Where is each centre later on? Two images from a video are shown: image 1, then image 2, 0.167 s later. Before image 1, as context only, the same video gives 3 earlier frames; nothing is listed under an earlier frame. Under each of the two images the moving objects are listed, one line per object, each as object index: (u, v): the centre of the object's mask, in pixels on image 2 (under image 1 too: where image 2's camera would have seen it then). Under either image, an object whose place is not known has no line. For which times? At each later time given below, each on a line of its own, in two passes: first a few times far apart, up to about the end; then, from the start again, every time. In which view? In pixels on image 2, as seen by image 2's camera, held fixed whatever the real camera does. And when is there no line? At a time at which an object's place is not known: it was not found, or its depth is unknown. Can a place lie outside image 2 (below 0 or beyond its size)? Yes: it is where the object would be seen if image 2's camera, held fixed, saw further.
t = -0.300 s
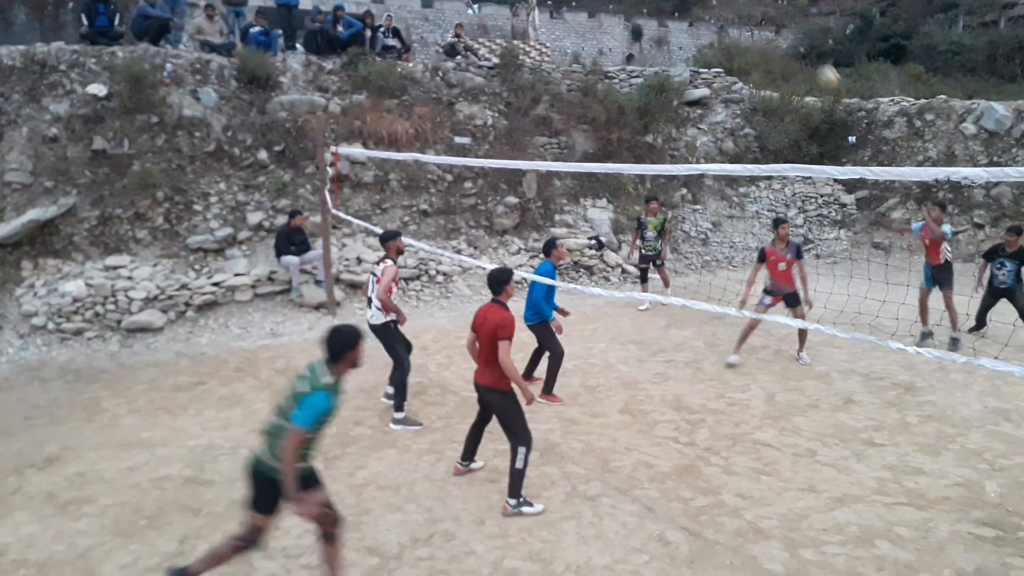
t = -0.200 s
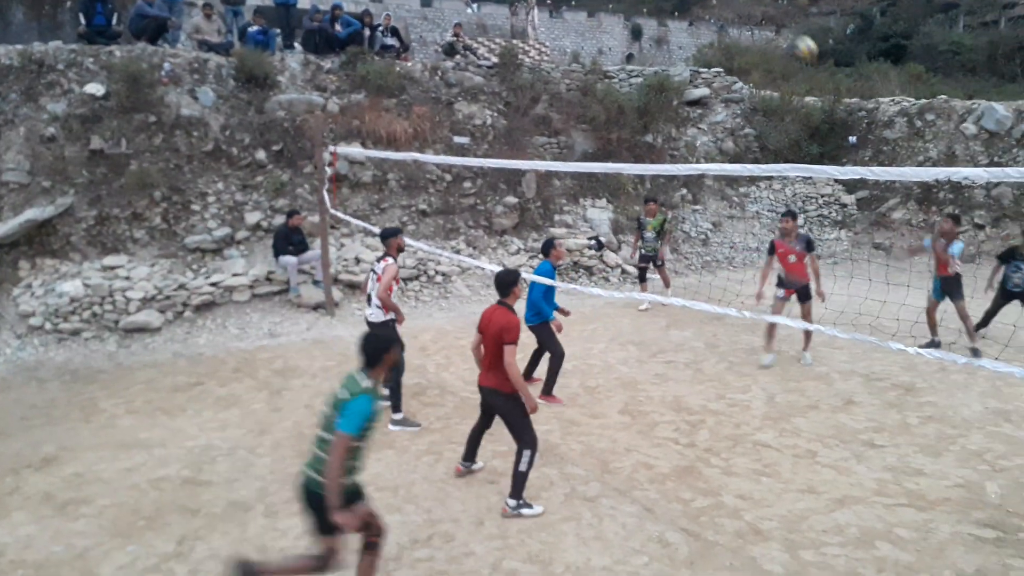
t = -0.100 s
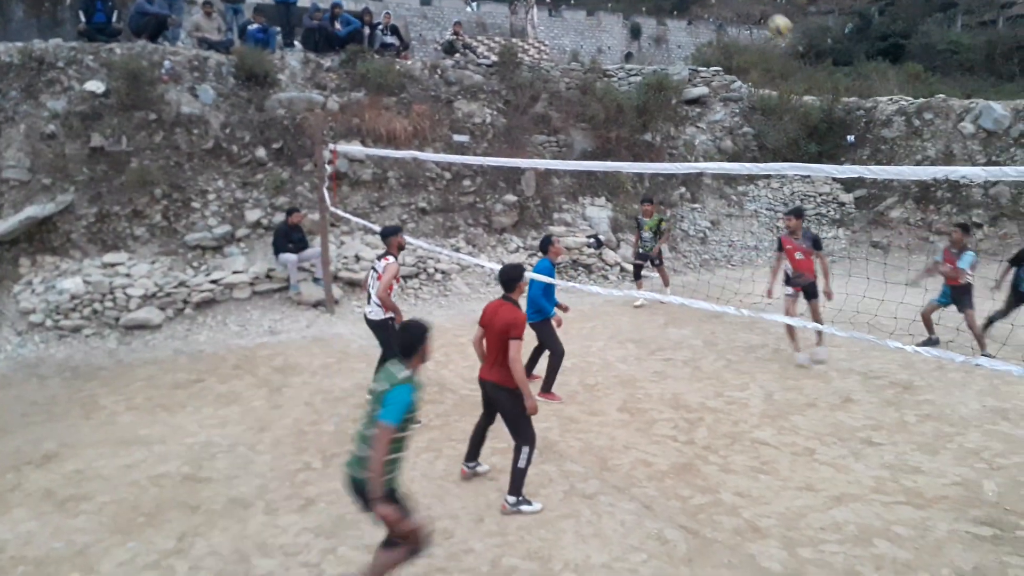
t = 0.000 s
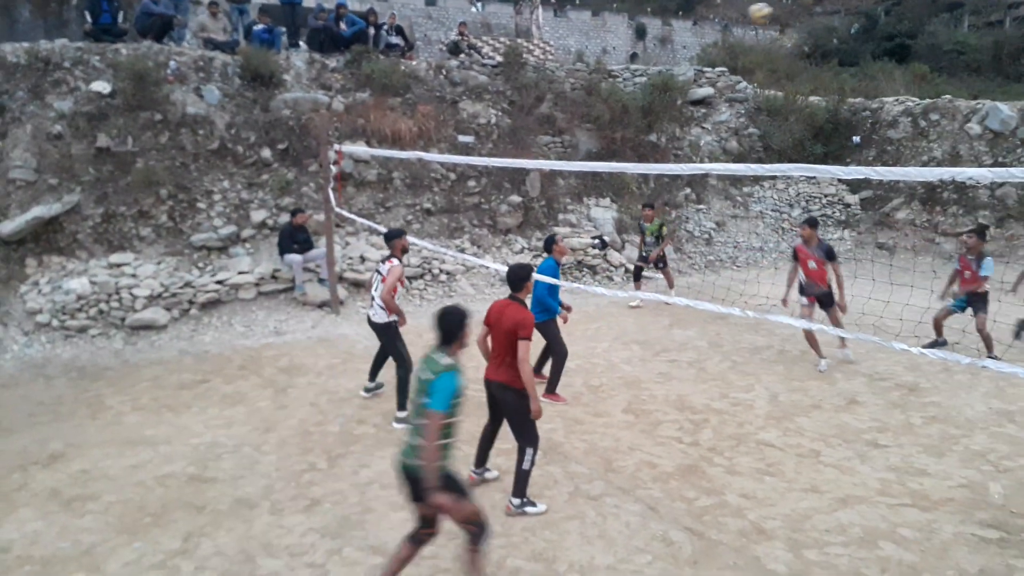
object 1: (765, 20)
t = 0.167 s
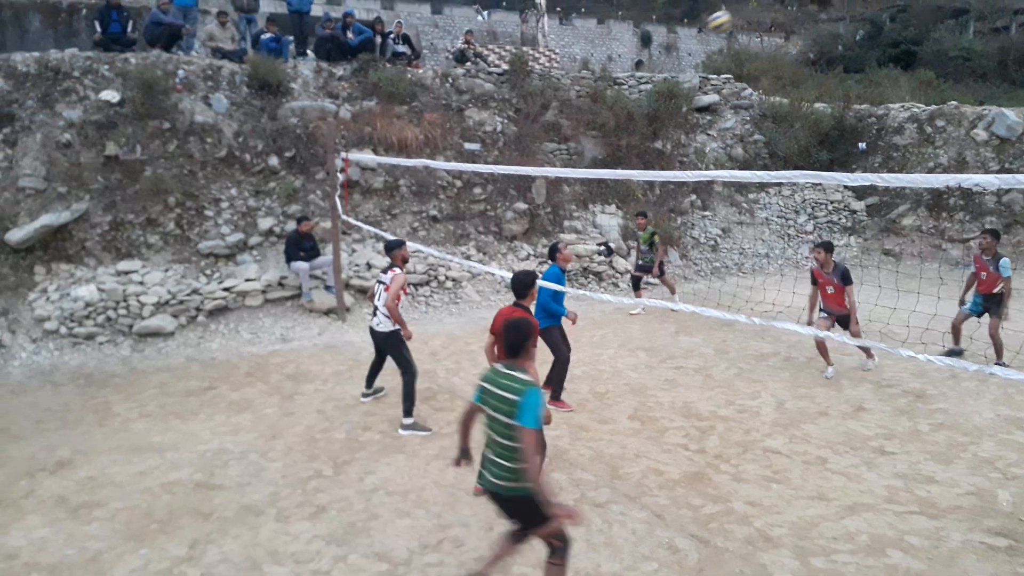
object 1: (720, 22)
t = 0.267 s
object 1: (693, 36)
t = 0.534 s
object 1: (614, 127)
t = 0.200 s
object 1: (711, 25)
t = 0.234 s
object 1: (702, 30)
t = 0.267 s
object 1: (693, 36)
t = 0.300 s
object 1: (682, 44)
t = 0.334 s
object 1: (674, 52)
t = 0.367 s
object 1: (664, 61)
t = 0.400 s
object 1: (654, 71)
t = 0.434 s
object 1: (644, 83)
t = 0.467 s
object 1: (634, 98)
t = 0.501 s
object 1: (623, 113)
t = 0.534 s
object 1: (614, 127)
